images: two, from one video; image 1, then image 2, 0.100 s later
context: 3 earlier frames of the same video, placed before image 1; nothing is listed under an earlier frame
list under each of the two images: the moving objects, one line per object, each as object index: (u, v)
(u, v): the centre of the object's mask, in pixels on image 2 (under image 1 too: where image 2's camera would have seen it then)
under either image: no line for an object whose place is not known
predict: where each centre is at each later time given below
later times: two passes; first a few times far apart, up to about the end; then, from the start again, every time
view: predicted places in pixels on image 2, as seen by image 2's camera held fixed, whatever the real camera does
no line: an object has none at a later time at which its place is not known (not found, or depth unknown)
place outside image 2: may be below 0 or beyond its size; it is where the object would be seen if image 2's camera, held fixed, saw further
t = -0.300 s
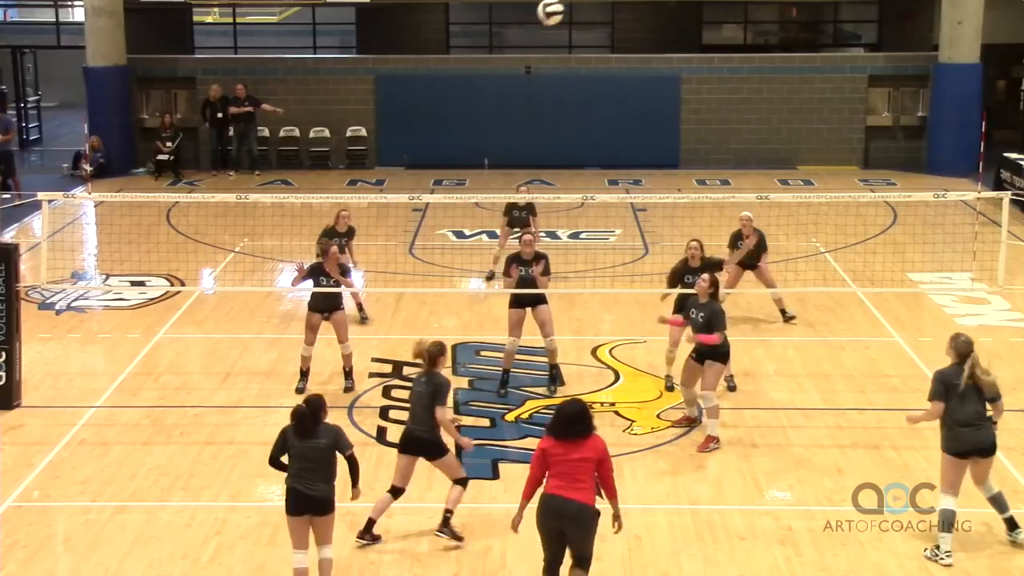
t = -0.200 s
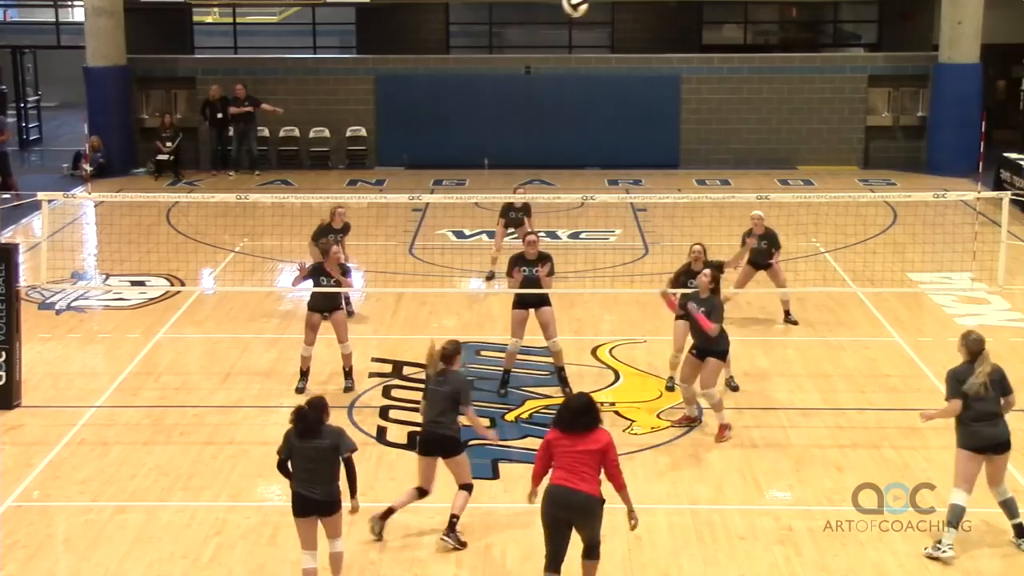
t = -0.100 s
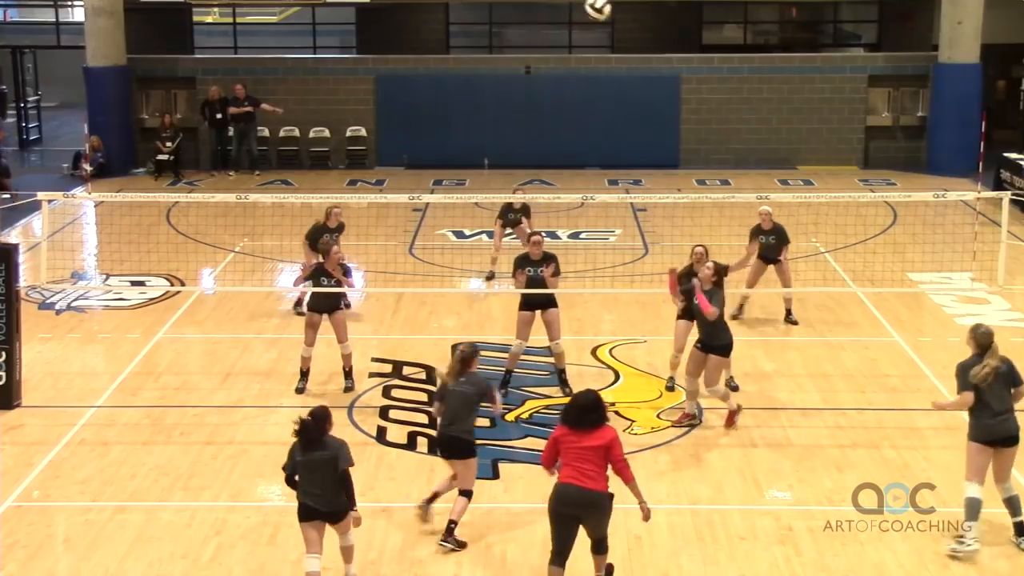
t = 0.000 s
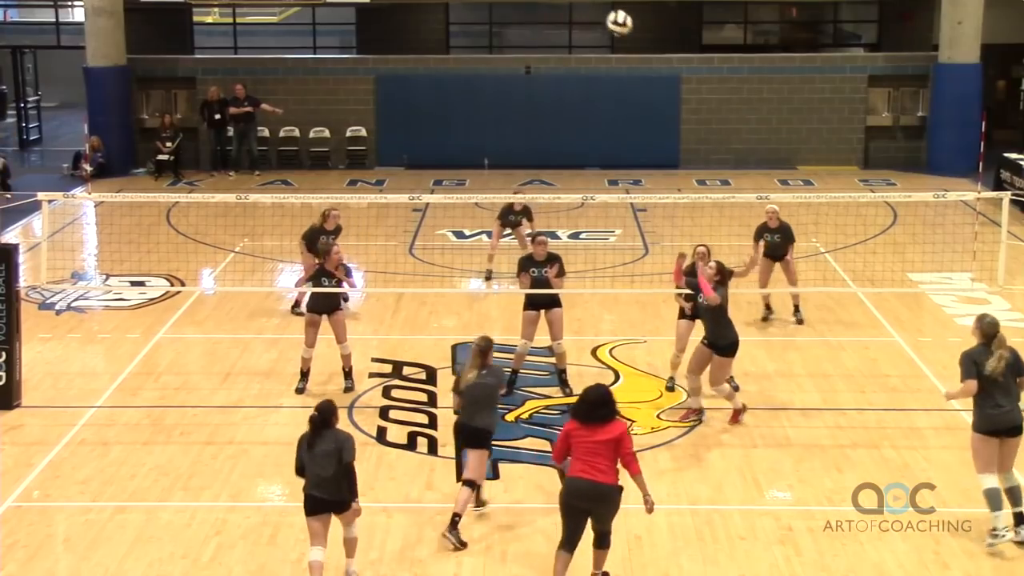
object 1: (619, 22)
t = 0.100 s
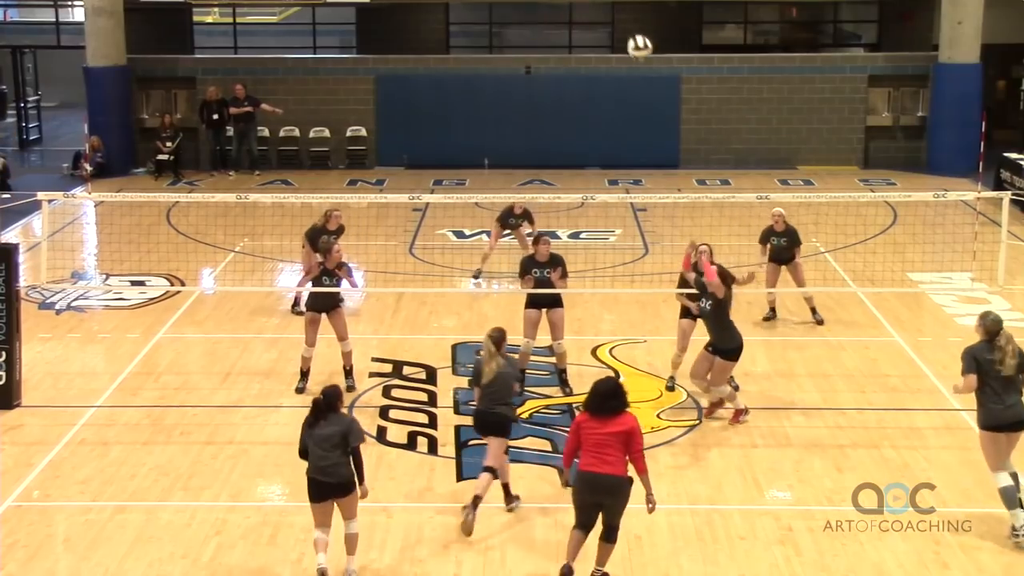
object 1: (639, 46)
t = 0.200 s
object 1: (658, 81)
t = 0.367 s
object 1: (686, 155)
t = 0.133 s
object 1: (645, 57)
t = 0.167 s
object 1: (652, 69)
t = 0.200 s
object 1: (658, 81)
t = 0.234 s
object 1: (664, 94)
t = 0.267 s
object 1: (669, 108)
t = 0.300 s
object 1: (675, 123)
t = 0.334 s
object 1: (681, 139)
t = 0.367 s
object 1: (686, 155)
